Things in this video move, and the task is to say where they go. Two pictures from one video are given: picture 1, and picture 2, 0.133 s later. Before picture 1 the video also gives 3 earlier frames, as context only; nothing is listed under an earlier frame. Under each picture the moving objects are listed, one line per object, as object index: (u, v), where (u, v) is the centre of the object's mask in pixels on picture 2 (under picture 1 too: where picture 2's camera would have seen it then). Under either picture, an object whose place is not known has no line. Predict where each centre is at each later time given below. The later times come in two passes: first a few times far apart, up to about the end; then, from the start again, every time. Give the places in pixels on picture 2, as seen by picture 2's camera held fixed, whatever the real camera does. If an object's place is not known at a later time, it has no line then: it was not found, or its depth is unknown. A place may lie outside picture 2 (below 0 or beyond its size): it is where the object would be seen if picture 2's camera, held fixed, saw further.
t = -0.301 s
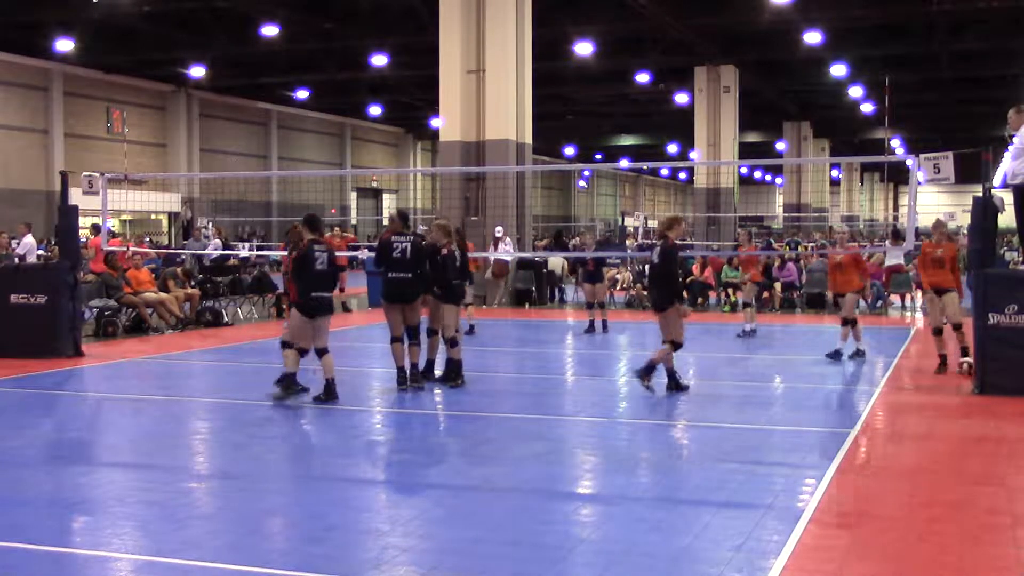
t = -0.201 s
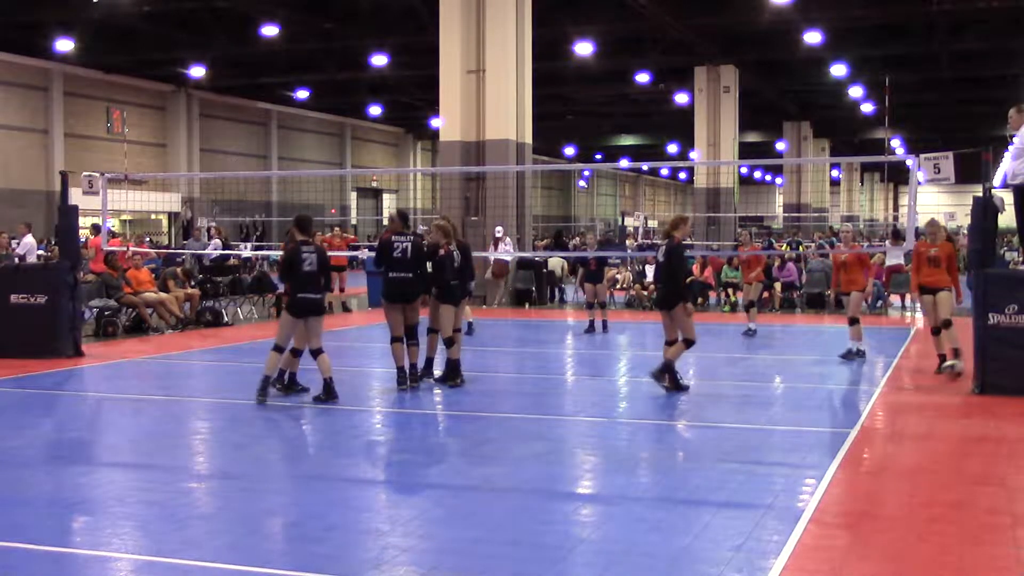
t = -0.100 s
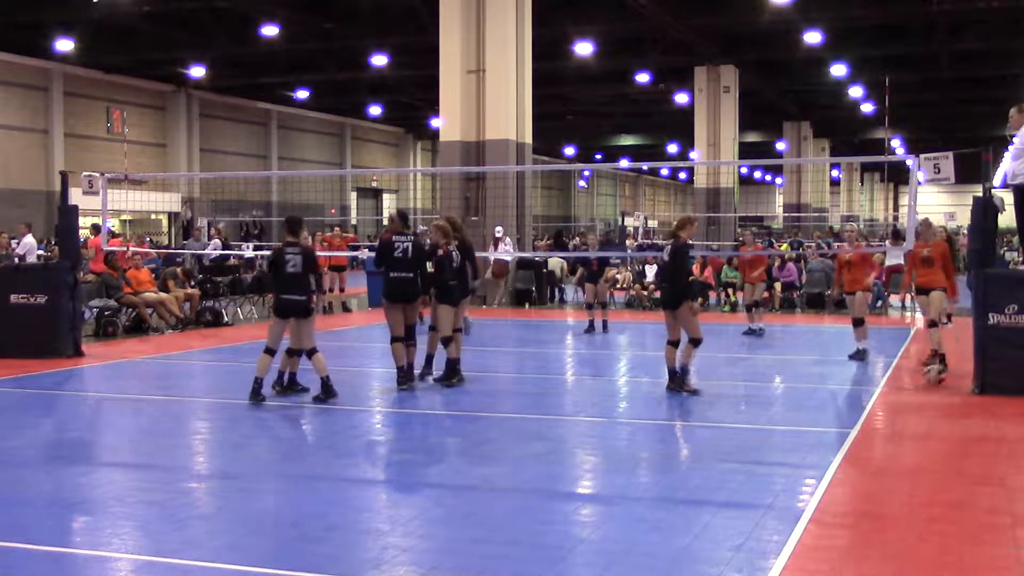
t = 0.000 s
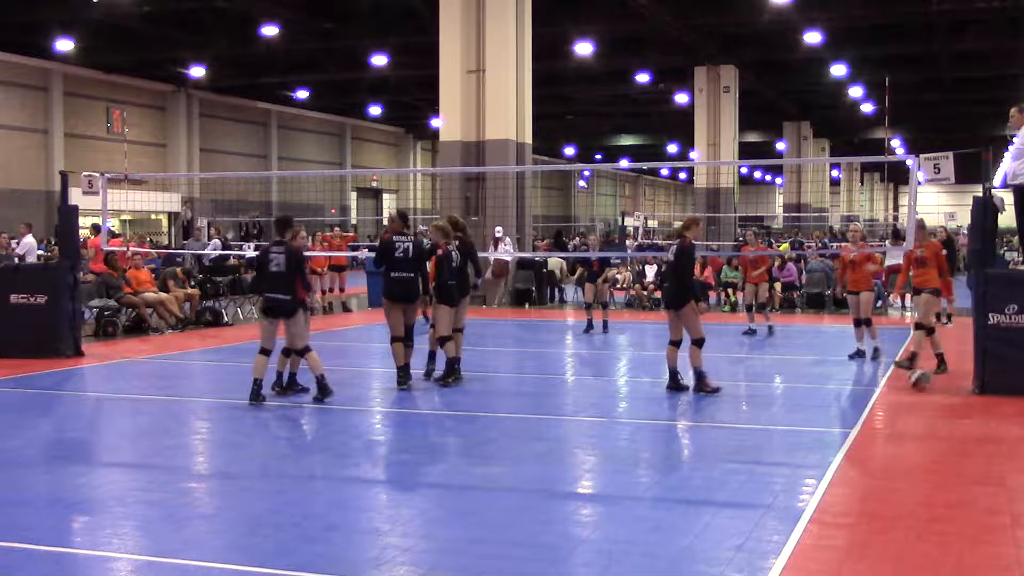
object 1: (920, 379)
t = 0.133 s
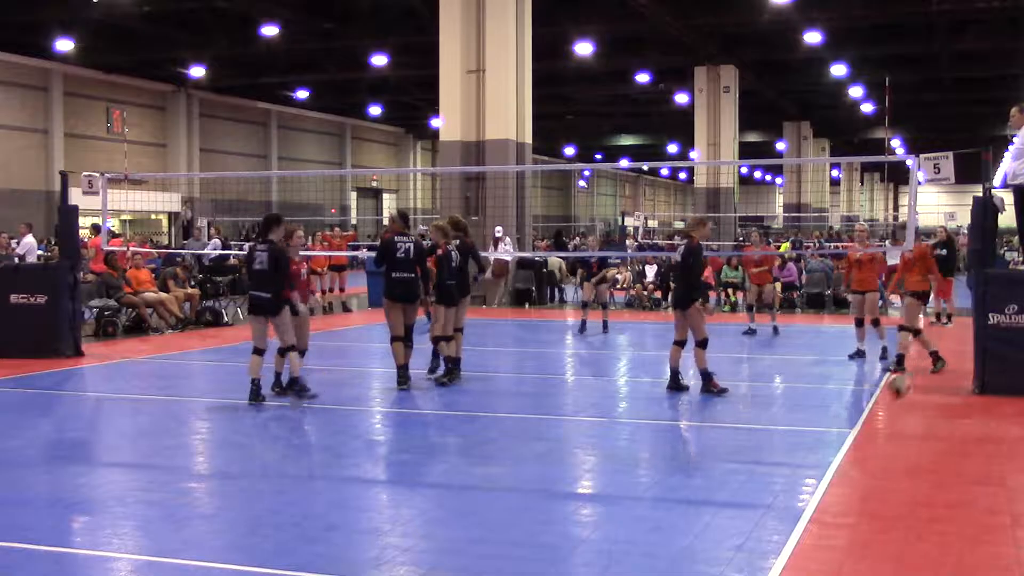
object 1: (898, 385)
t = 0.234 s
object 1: (882, 390)
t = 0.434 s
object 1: (848, 399)
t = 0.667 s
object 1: (802, 409)
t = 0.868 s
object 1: (761, 419)
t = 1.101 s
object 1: (708, 431)
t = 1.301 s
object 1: (656, 444)
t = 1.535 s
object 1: (590, 460)
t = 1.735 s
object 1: (524, 477)
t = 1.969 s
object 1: (441, 497)
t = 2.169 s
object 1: (357, 517)
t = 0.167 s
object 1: (893, 384)
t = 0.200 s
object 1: (887, 387)
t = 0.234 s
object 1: (882, 390)
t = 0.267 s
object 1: (877, 389)
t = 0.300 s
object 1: (870, 393)
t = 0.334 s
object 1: (864, 395)
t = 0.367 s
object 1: (860, 396)
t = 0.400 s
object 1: (854, 397)
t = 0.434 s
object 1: (848, 399)
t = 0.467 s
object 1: (841, 399)
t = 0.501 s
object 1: (834, 401)
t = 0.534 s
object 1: (829, 402)
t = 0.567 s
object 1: (822, 405)
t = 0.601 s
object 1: (817, 405)
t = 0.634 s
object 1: (810, 406)
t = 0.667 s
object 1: (802, 409)
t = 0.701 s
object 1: (796, 410)
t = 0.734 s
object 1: (790, 412)
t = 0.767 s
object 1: (783, 413)
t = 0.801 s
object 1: (775, 415)
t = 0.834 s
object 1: (769, 417)
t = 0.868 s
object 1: (761, 419)
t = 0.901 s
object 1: (755, 420)
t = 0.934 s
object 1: (747, 423)
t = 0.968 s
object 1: (740, 424)
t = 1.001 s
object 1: (731, 426)
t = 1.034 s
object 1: (724, 427)
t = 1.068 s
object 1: (717, 430)
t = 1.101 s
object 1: (708, 431)
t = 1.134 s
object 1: (702, 432)
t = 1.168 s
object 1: (691, 435)
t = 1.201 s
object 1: (683, 437)
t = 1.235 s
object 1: (676, 439)
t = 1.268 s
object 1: (665, 441)
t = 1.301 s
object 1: (656, 444)
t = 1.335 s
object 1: (647, 445)
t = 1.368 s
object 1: (638, 448)
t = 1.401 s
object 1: (629, 451)
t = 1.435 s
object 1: (620, 454)
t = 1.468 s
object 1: (610, 456)
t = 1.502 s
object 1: (598, 458)
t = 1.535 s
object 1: (590, 460)
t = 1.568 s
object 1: (580, 462)
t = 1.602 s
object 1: (570, 464)
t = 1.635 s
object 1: (561, 469)
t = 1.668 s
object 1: (548, 472)
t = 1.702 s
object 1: (538, 474)
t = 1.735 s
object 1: (524, 477)
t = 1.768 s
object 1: (515, 480)
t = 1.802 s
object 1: (503, 481)
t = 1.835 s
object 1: (492, 485)
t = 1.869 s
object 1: (480, 488)
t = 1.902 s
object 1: (466, 490)
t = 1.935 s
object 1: (453, 493)
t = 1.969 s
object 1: (441, 497)
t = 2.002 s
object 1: (428, 498)
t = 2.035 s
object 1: (415, 503)
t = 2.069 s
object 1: (400, 506)
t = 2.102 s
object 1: (386, 509)
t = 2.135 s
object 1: (371, 512)
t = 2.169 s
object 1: (357, 517)
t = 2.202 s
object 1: (344, 519)
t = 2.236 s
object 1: (329, 522)
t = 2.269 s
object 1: (313, 527)
